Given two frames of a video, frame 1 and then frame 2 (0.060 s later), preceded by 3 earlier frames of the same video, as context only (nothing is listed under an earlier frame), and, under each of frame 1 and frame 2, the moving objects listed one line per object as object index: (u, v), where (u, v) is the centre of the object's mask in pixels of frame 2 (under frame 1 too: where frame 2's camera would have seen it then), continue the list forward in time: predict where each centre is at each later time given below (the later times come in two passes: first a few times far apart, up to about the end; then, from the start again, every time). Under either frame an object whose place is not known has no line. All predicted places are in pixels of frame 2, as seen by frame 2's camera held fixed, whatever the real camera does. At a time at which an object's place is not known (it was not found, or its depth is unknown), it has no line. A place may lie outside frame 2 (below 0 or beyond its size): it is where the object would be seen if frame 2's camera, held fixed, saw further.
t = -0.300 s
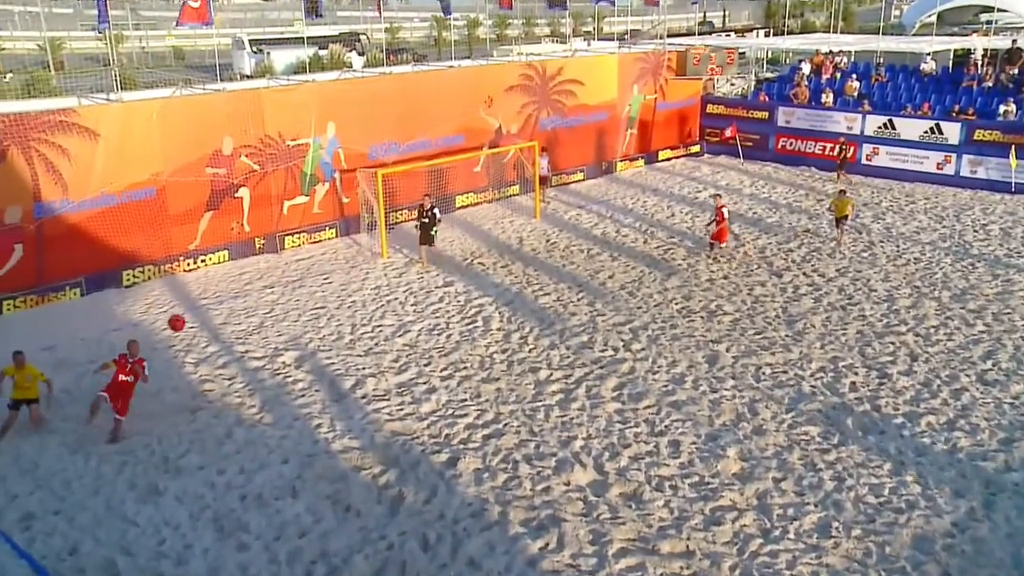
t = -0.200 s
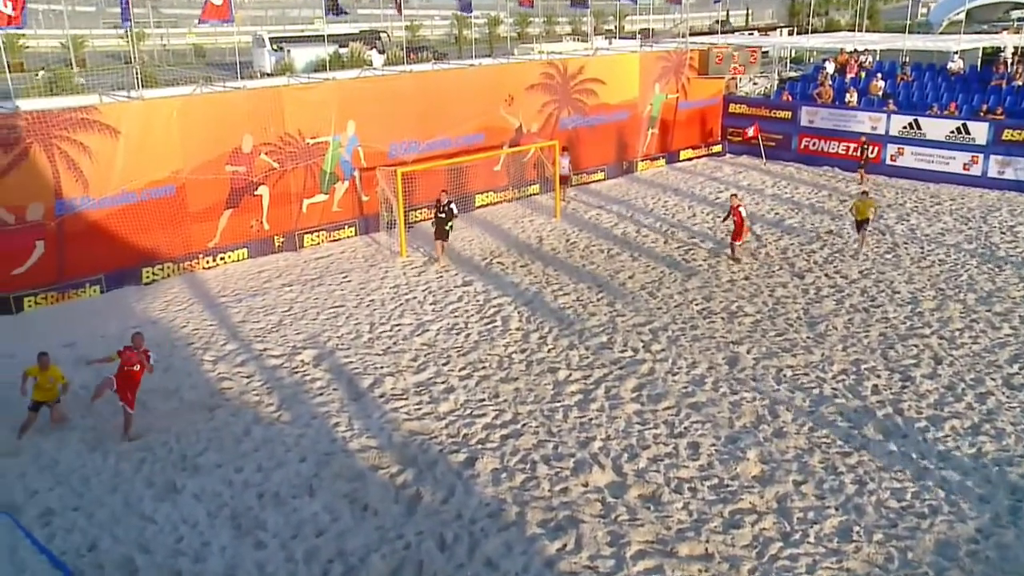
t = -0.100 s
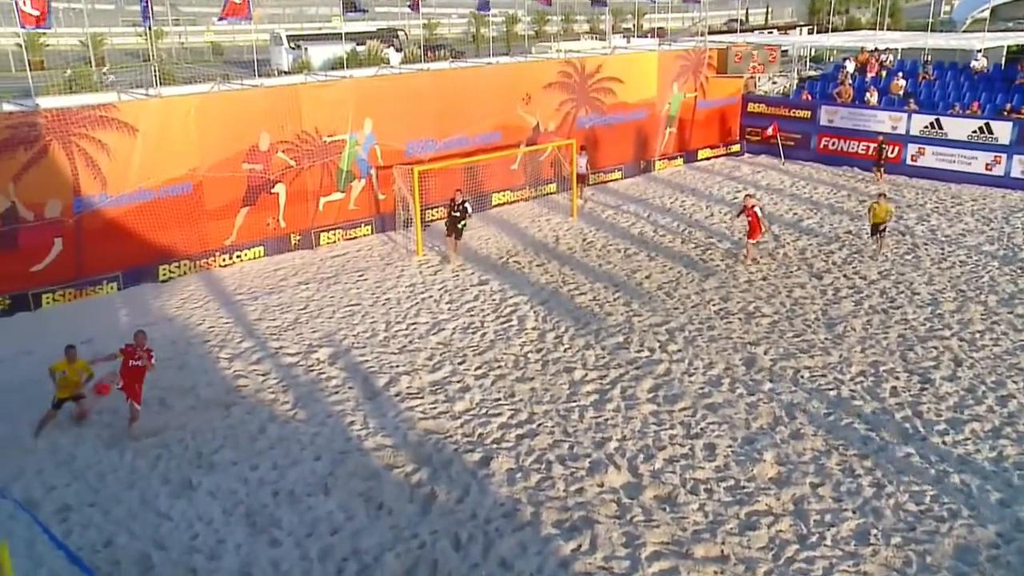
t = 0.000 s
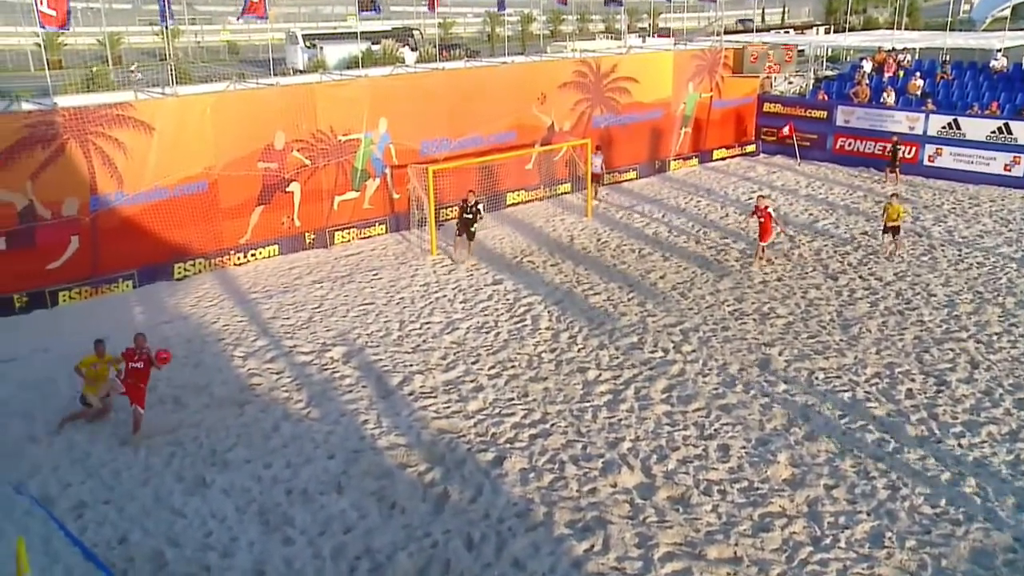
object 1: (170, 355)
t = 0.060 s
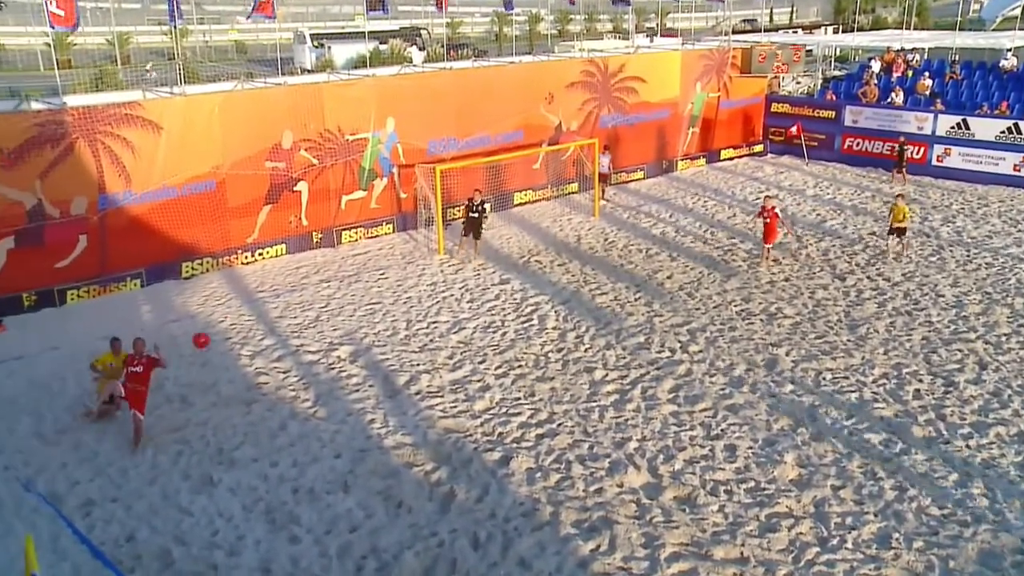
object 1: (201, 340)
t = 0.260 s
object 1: (325, 305)
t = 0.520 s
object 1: (536, 310)
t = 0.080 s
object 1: (212, 335)
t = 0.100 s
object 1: (223, 331)
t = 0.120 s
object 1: (234, 327)
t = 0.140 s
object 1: (246, 323)
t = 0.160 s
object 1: (259, 319)
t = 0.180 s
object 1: (271, 316)
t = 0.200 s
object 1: (284, 313)
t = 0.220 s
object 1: (297, 310)
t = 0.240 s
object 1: (311, 308)
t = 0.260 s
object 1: (325, 305)
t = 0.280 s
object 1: (339, 304)
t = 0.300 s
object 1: (354, 302)
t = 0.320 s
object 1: (368, 301)
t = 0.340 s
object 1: (384, 300)
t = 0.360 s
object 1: (400, 299)
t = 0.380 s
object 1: (415, 299)
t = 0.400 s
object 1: (431, 299)
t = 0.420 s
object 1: (448, 300)
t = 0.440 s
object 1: (465, 302)
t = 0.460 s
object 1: (481, 303)
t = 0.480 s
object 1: (499, 305)
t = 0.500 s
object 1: (517, 308)
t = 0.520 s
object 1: (536, 310)
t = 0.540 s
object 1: (554, 313)
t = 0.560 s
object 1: (573, 317)
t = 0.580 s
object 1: (592, 321)
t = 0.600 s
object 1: (612, 325)
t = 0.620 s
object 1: (632, 330)
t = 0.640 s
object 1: (652, 335)
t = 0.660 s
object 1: (672, 341)
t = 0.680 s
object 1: (692, 347)
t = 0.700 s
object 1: (715, 354)
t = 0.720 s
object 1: (735, 361)
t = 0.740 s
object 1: (757, 370)
